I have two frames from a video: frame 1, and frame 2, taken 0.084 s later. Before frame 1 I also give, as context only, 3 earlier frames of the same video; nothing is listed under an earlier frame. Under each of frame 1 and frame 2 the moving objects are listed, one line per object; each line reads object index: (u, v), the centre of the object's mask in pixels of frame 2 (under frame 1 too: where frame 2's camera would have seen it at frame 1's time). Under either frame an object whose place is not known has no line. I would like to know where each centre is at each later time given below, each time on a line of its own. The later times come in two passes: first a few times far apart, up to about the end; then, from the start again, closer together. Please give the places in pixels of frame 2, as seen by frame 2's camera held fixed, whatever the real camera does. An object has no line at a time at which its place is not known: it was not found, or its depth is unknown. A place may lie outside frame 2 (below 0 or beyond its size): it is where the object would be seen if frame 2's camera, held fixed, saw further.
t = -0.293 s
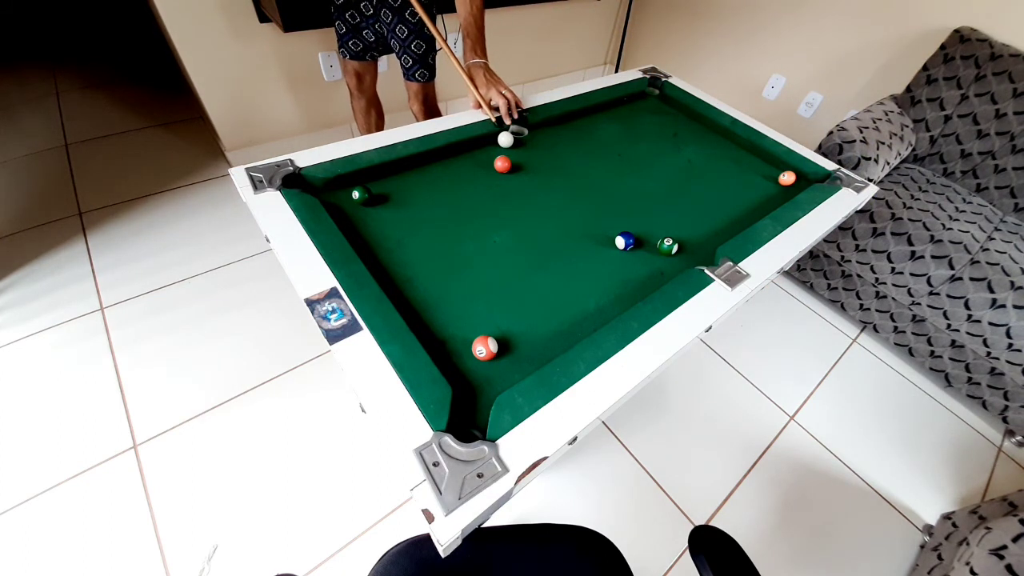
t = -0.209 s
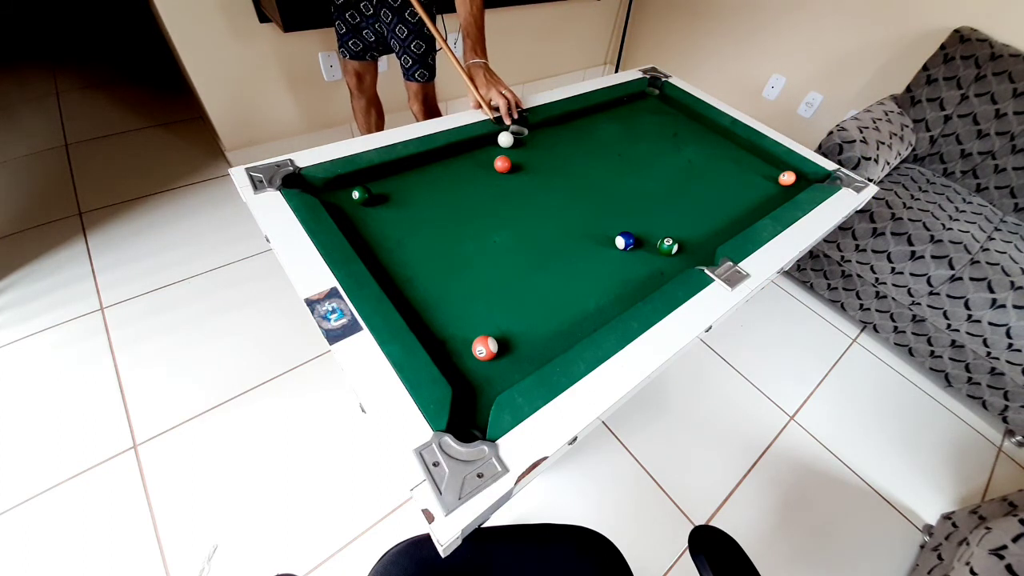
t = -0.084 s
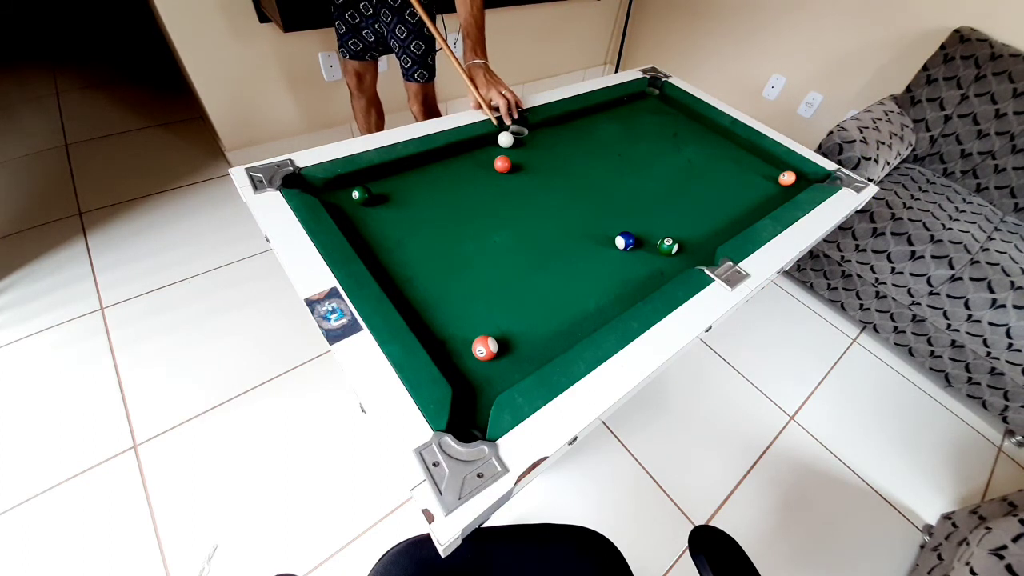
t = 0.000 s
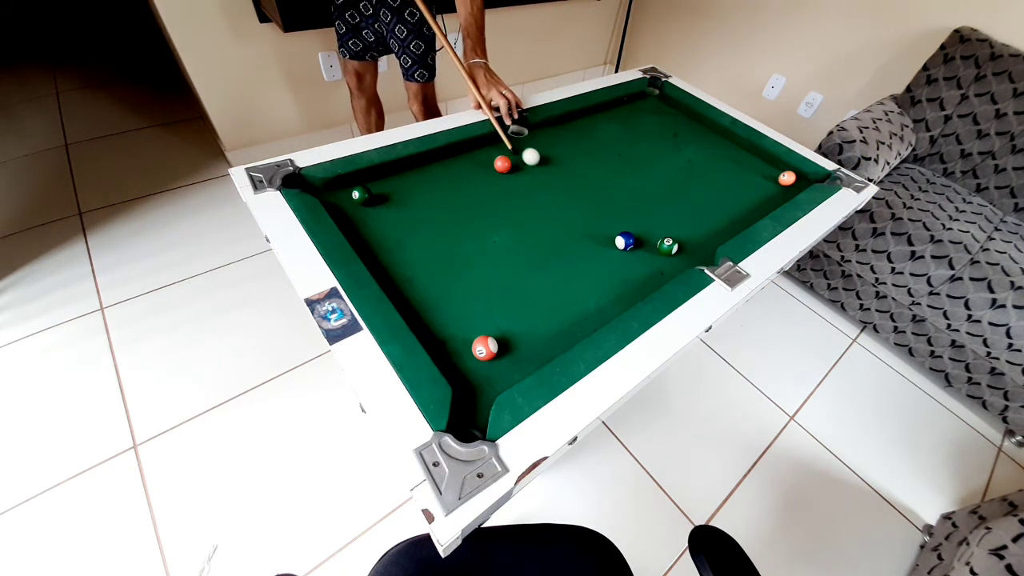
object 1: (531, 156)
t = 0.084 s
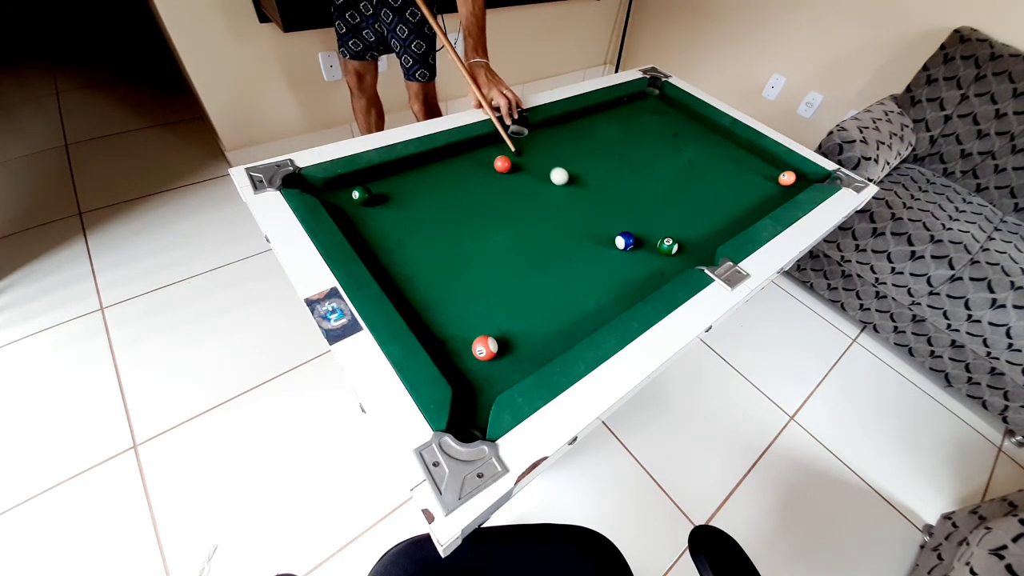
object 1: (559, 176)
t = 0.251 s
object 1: (621, 219)
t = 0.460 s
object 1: (657, 257)
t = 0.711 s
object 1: (654, 270)
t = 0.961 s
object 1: (635, 264)
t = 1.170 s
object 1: (623, 260)
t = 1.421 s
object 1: (614, 257)
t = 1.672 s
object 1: (613, 255)
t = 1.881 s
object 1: (614, 254)
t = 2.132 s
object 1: (614, 253)
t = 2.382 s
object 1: (614, 253)
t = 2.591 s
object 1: (614, 253)
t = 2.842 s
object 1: (614, 253)
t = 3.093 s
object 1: (614, 253)
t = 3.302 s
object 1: (614, 253)
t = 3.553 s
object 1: (614, 253)
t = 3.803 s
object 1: (614, 253)
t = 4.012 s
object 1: (614, 253)
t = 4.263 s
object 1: (614, 253)
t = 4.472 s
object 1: (613, 253)
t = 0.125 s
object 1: (574, 186)
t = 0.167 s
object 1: (589, 197)
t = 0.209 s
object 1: (605, 208)
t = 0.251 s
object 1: (621, 219)
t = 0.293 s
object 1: (639, 230)
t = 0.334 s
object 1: (649, 240)
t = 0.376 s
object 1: (650, 245)
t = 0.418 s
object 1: (653, 251)
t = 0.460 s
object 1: (657, 257)
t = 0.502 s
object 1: (661, 264)
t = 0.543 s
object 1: (665, 270)
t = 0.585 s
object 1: (666, 273)
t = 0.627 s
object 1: (662, 272)
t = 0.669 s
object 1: (658, 271)
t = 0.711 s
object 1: (654, 270)
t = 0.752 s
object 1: (651, 269)
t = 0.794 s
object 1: (647, 268)
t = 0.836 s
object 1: (644, 267)
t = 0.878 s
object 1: (641, 266)
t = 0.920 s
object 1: (638, 265)
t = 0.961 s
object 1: (635, 264)
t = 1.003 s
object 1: (632, 263)
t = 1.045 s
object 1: (630, 262)
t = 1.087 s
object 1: (628, 261)
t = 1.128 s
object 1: (625, 261)
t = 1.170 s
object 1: (623, 260)
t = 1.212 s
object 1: (622, 259)
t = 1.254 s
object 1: (620, 259)
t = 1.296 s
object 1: (618, 258)
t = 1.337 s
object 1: (617, 258)
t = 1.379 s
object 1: (616, 257)
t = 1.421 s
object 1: (614, 257)
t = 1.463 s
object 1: (613, 257)
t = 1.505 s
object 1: (613, 256)
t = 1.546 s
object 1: (613, 256)
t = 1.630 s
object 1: (613, 255)
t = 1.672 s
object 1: (613, 255)
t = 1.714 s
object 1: (613, 255)
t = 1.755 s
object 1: (614, 254)
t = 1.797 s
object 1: (613, 254)
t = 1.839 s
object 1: (613, 254)
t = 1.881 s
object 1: (614, 254)
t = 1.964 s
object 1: (614, 253)
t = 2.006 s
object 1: (614, 253)
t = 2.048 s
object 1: (614, 253)
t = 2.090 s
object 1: (614, 253)
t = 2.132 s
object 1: (614, 253)
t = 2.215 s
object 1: (614, 253)
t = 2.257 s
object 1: (614, 253)
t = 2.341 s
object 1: (614, 253)
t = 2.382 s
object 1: (614, 253)
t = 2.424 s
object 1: (614, 253)
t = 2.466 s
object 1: (614, 253)
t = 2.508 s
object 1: (614, 253)
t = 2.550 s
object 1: (614, 253)
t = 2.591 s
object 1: (614, 253)
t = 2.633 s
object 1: (614, 253)
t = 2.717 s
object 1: (614, 253)
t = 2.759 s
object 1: (614, 253)
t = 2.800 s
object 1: (614, 253)
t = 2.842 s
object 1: (614, 253)
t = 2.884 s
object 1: (614, 253)
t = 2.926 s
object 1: (614, 253)
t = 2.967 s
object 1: (614, 253)
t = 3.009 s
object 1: (614, 253)
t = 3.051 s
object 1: (614, 253)
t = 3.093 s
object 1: (614, 253)
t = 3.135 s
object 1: (614, 253)
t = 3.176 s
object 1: (614, 253)
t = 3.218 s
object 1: (614, 253)
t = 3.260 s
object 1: (614, 253)
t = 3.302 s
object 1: (614, 253)
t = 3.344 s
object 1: (614, 253)
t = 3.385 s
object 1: (614, 253)
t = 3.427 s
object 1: (614, 253)
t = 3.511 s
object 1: (614, 253)
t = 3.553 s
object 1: (614, 253)
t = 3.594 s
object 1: (614, 253)
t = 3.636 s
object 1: (614, 253)
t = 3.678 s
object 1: (614, 253)
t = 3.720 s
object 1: (614, 253)
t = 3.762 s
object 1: (614, 253)
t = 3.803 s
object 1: (614, 253)
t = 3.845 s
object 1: (614, 253)
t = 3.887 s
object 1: (614, 253)
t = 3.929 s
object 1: (614, 253)
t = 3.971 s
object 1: (614, 253)
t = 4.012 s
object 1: (614, 253)
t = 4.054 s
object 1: (613, 253)
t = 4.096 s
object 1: (613, 253)
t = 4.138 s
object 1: (613, 253)
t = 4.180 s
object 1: (613, 253)
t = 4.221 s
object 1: (613, 253)
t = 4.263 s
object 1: (614, 253)
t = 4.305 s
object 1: (614, 253)
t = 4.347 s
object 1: (614, 253)
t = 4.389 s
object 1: (614, 253)
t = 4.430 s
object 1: (614, 253)
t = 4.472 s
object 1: (613, 253)
